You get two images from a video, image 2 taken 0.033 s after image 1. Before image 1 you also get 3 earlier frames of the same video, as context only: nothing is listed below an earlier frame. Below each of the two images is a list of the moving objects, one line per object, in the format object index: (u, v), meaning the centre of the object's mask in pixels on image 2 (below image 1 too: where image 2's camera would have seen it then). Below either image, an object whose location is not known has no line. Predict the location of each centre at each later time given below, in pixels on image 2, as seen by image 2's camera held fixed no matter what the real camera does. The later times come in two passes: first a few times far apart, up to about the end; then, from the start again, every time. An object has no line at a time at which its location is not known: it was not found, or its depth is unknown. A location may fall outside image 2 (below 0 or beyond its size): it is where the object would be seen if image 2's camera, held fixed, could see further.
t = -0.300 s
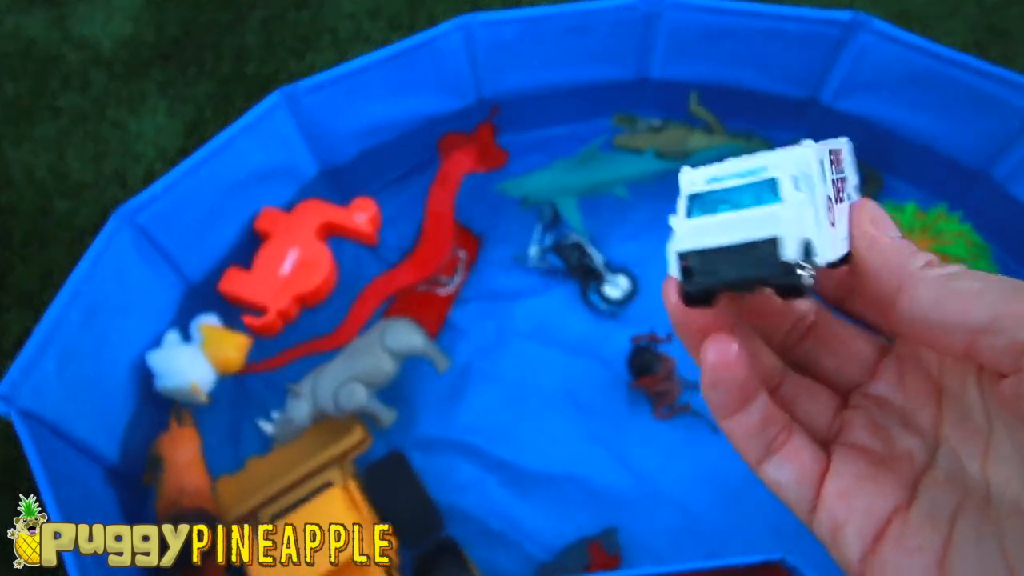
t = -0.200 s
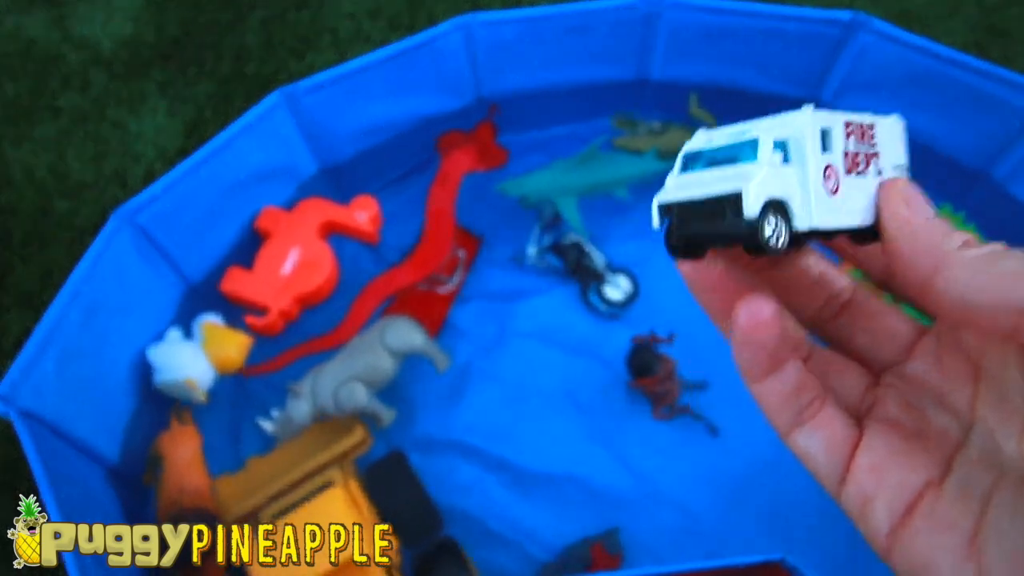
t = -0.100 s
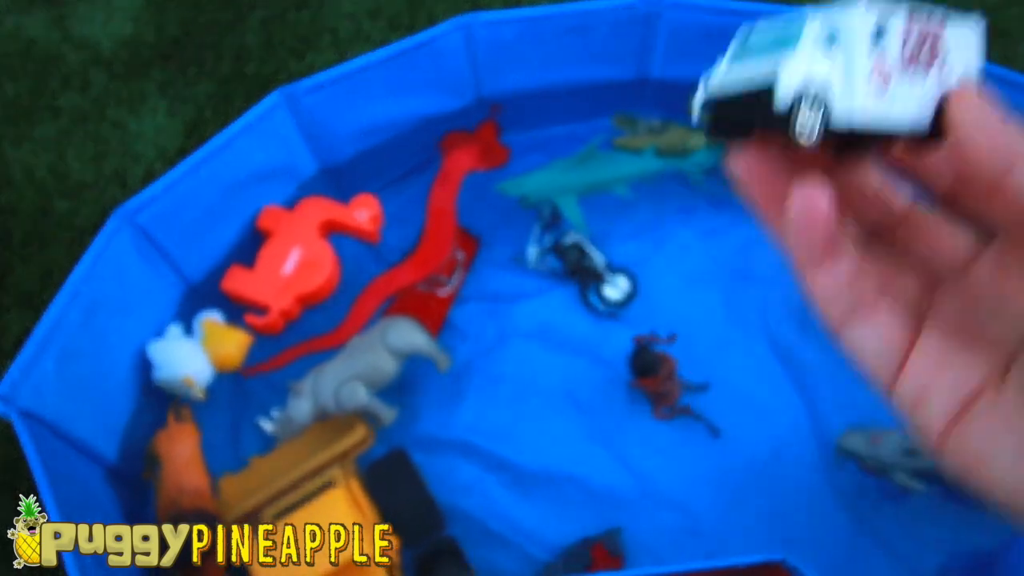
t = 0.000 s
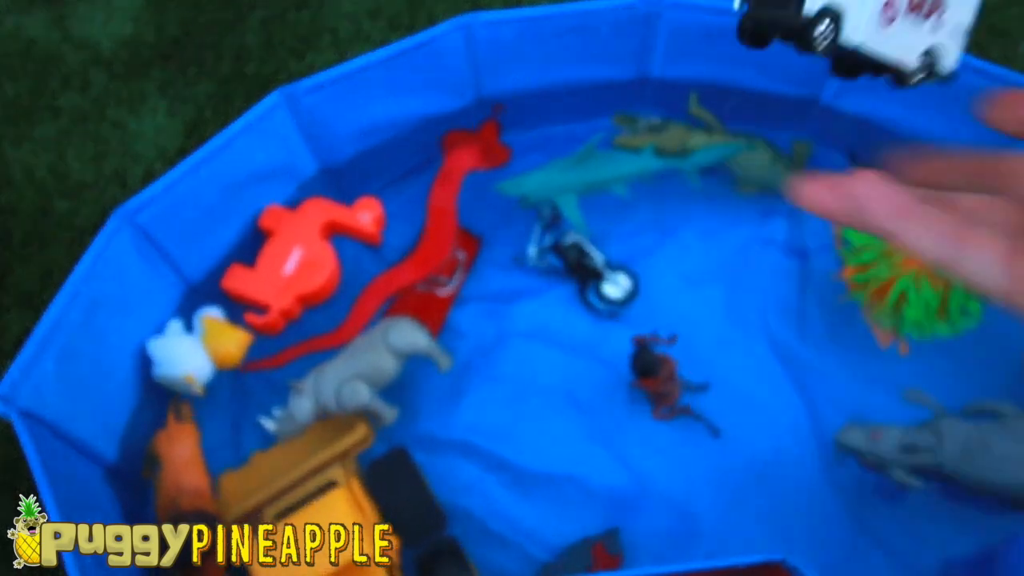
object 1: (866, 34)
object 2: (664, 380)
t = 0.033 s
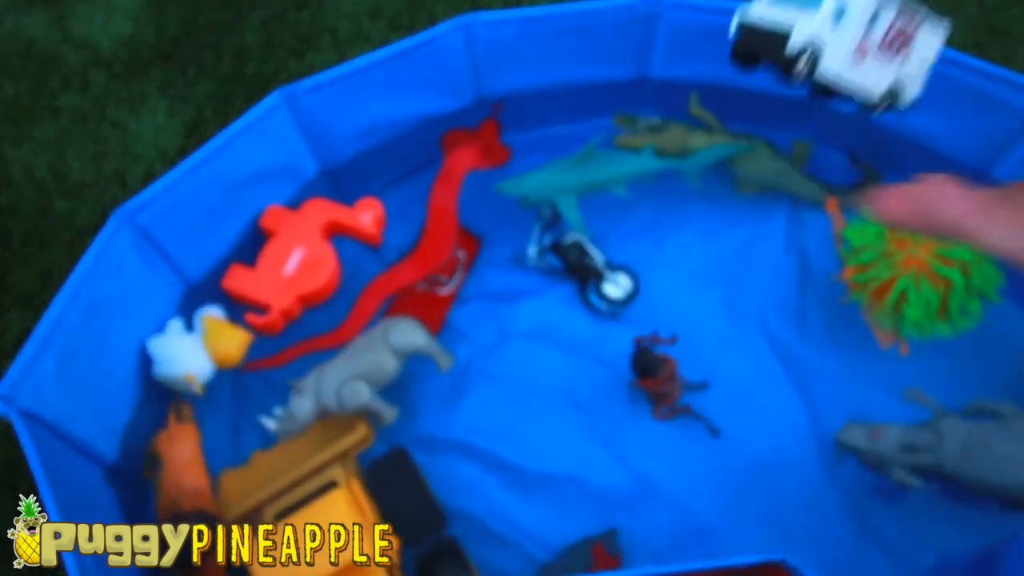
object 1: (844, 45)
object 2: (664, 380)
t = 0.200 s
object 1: (716, 277)
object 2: (664, 378)
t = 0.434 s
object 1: (654, 305)
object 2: (662, 376)
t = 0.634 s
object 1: (619, 305)
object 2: (662, 379)
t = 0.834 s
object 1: (616, 309)
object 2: (655, 372)
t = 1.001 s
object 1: (615, 324)
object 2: (652, 373)
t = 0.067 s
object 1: (813, 85)
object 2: (664, 380)
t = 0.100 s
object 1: (786, 138)
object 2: (664, 379)
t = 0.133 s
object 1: (759, 188)
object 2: (665, 379)
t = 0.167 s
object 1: (736, 234)
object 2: (664, 379)
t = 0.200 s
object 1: (716, 277)
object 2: (664, 378)
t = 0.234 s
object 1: (700, 302)
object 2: (662, 380)
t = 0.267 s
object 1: (687, 311)
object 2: (662, 385)
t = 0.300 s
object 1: (674, 305)
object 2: (661, 385)
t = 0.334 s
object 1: (662, 300)
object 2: (659, 382)
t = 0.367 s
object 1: (664, 301)
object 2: (658, 381)
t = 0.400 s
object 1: (660, 307)
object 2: (660, 381)
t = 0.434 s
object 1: (654, 305)
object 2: (662, 376)
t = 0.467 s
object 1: (635, 298)
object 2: (664, 377)
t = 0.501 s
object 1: (627, 299)
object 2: (665, 379)
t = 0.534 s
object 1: (619, 300)
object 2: (664, 379)
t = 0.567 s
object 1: (616, 296)
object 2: (659, 380)
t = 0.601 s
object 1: (616, 300)
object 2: (661, 379)
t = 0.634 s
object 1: (619, 305)
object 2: (662, 379)
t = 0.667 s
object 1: (618, 294)
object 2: (660, 374)
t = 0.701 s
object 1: (616, 301)
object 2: (662, 373)
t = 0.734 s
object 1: (612, 306)
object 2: (659, 373)
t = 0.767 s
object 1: (613, 292)
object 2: (658, 373)
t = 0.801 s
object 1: (616, 302)
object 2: (657, 376)
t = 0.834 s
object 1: (616, 309)
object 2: (655, 372)
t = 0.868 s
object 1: (616, 306)
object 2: (658, 374)
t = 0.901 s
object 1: (610, 323)
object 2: (645, 363)
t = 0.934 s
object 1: (619, 321)
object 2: (643, 362)
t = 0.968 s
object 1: (619, 324)
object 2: (645, 363)
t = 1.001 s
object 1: (615, 324)
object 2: (652, 373)
